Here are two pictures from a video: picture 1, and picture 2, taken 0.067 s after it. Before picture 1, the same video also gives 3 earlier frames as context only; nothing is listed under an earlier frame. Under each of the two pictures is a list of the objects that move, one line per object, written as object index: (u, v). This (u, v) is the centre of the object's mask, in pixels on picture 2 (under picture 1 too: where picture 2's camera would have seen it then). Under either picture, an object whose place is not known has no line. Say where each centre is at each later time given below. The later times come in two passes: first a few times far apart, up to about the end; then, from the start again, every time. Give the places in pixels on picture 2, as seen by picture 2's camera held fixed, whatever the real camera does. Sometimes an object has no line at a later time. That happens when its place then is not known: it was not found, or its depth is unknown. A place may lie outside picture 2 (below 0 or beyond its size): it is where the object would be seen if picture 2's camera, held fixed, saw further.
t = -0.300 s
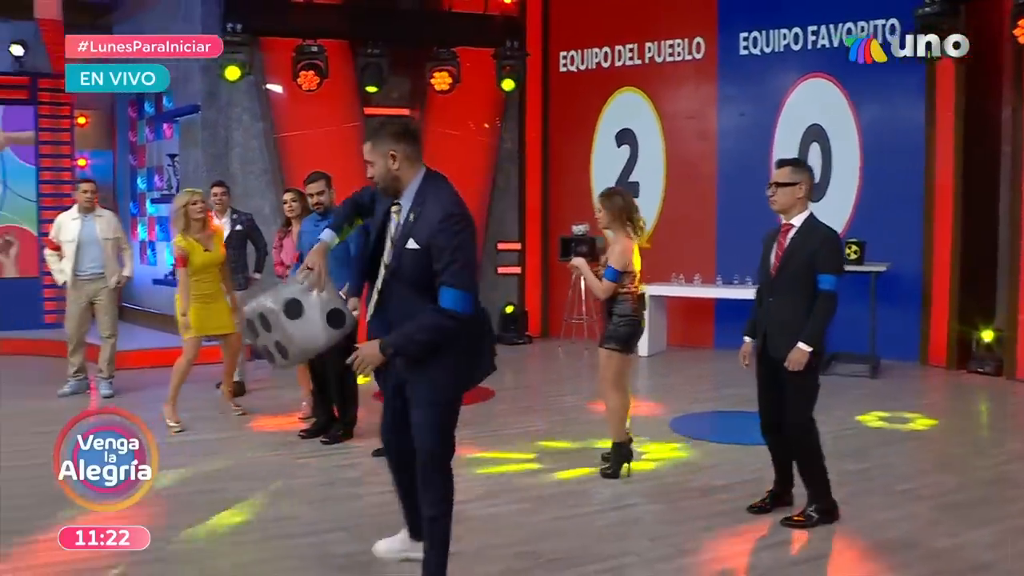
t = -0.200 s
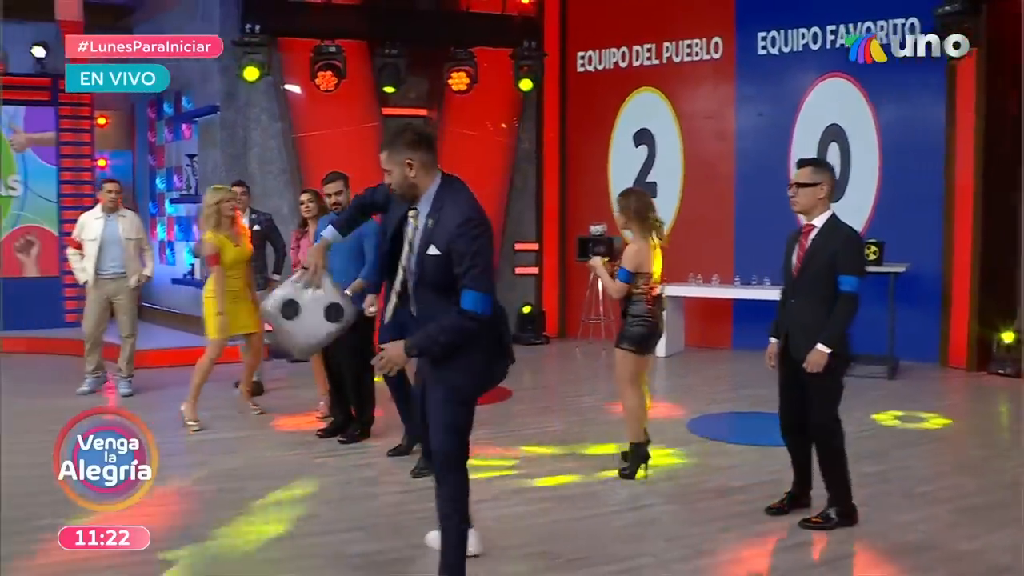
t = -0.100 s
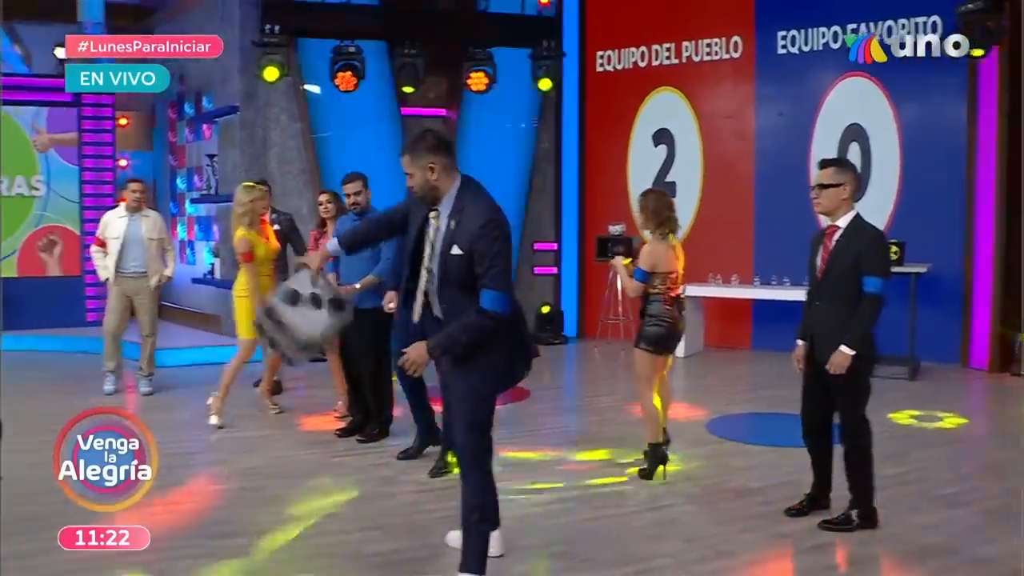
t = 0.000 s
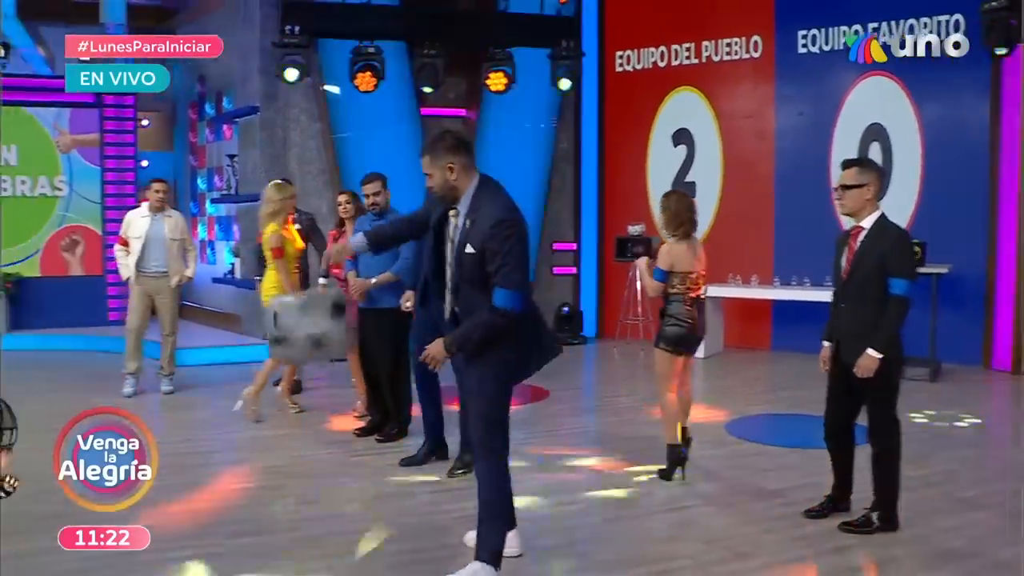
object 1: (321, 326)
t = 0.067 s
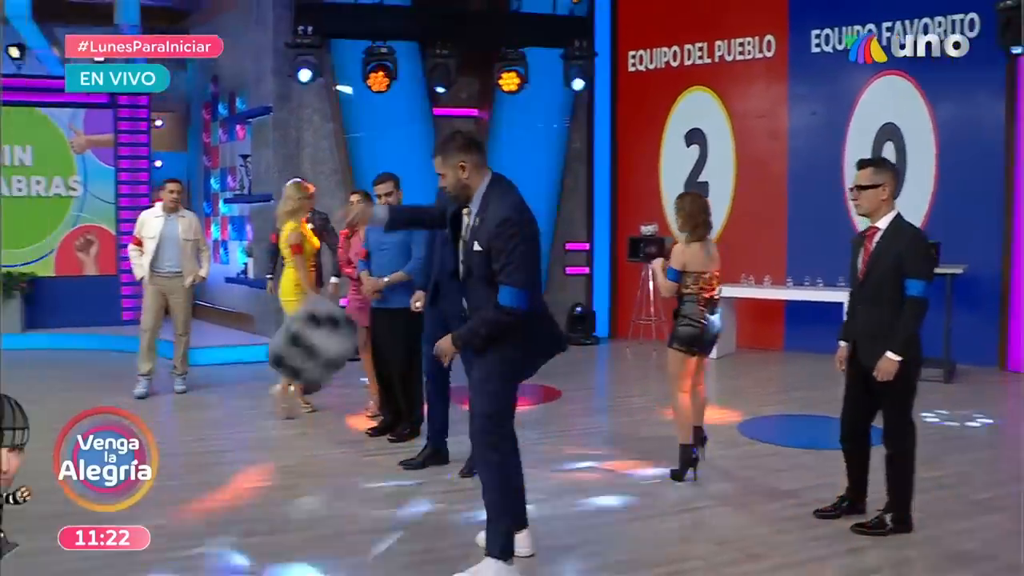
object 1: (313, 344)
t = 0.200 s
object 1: (300, 399)
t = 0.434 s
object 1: (294, 476)
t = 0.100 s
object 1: (310, 352)
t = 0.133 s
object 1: (304, 365)
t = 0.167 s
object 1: (302, 383)
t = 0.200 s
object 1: (300, 399)
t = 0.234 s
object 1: (294, 417)
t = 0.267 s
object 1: (294, 438)
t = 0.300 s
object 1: (288, 460)
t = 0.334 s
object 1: (284, 483)
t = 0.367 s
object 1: (291, 490)
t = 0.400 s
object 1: (291, 482)
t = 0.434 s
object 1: (294, 476)
